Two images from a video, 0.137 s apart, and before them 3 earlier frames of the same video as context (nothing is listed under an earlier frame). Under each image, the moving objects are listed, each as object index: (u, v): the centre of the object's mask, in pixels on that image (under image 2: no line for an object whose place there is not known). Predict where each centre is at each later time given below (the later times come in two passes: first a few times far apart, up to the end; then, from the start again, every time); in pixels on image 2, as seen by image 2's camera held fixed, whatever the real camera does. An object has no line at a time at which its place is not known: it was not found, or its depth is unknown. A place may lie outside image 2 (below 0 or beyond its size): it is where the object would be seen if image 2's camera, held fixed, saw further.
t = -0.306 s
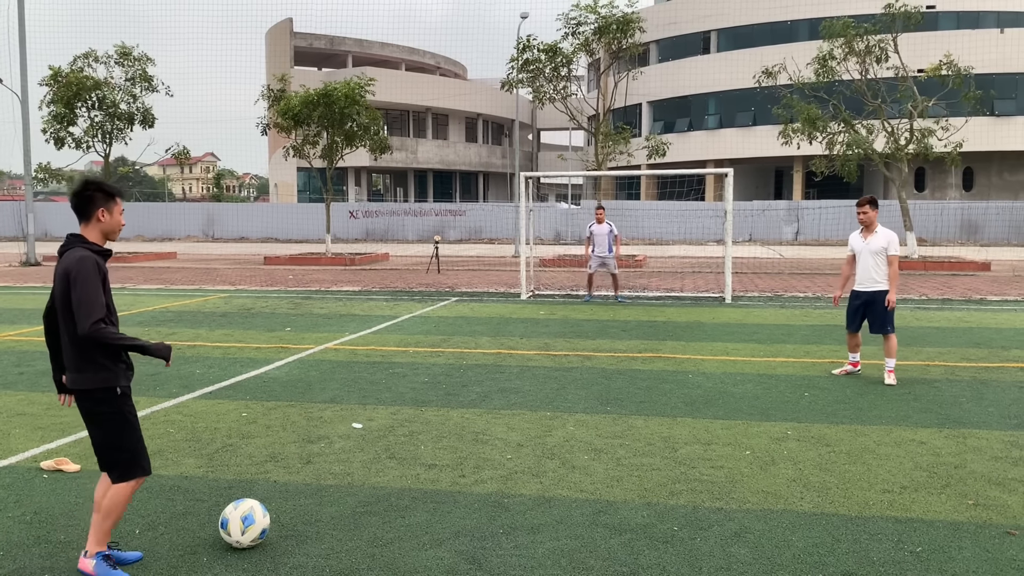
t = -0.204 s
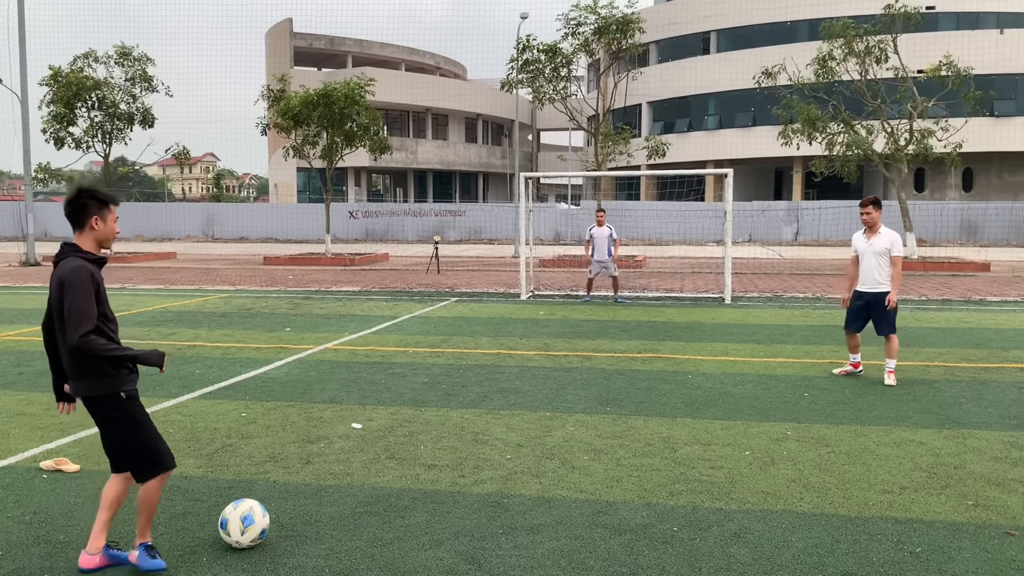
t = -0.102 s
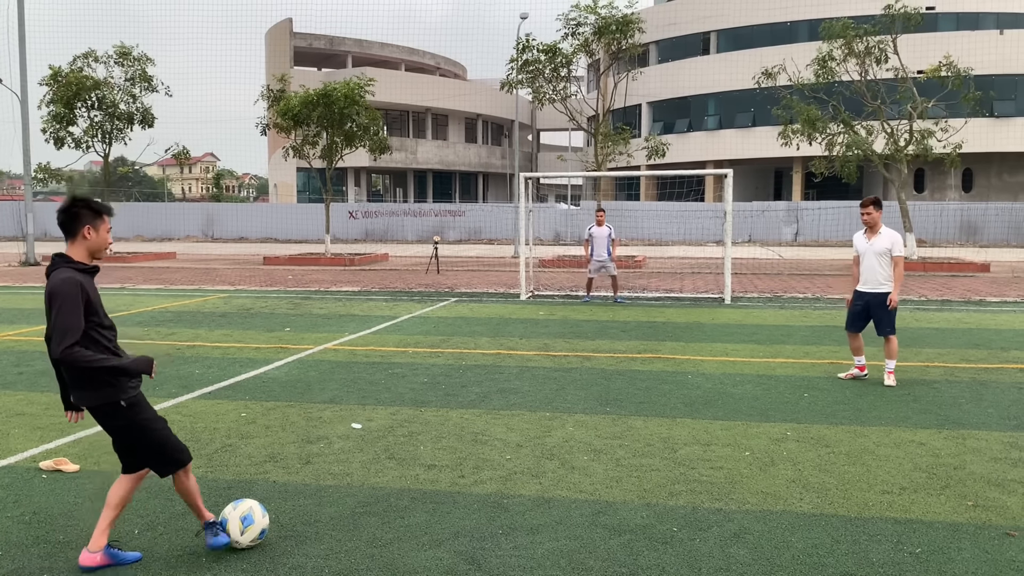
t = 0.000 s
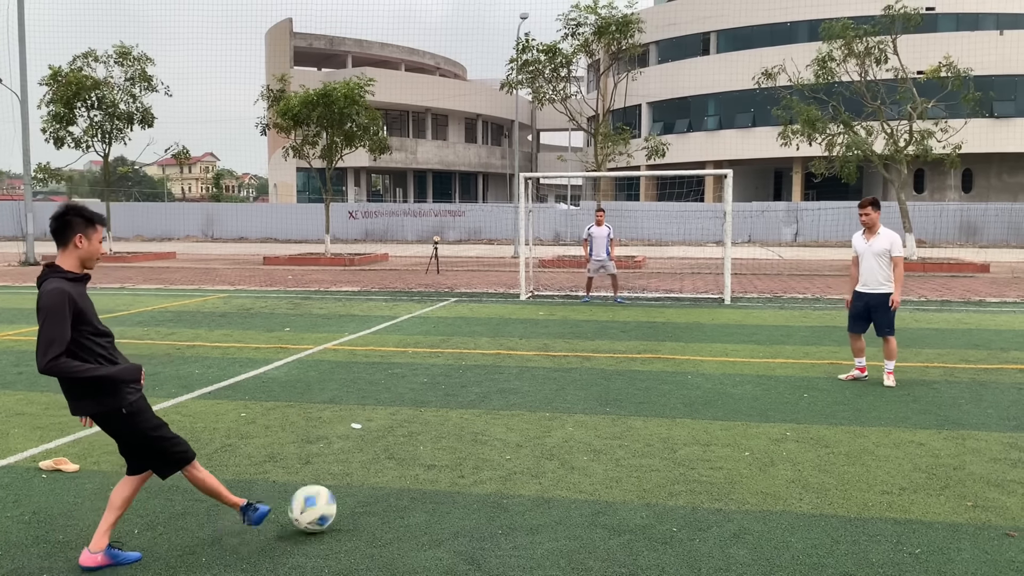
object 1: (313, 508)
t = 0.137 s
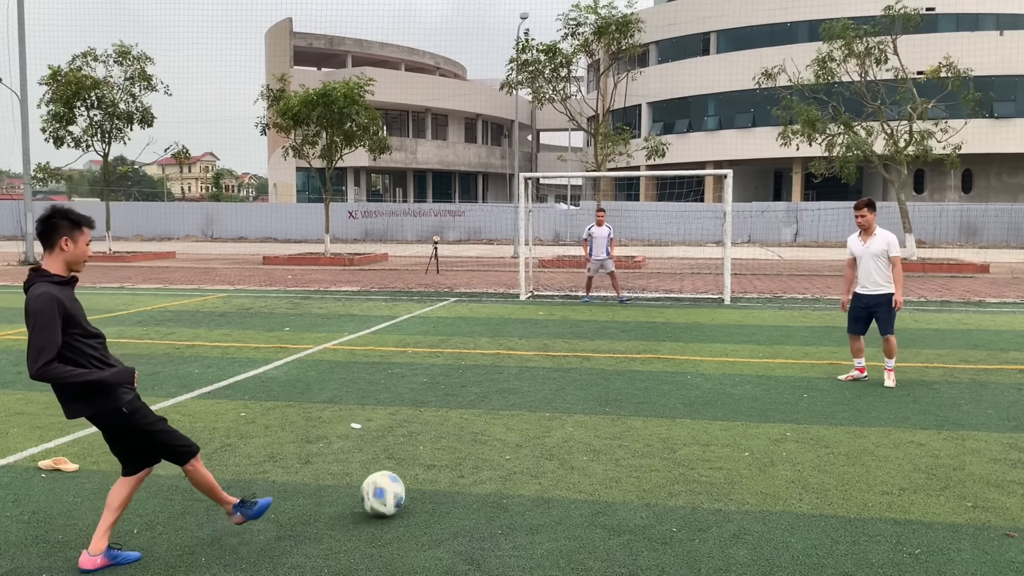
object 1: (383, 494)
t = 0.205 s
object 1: (408, 488)
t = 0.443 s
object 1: (485, 472)
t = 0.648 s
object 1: (540, 459)
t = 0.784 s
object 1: (572, 451)
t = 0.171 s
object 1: (396, 491)
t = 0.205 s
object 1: (408, 488)
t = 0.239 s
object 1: (421, 486)
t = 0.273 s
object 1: (432, 483)
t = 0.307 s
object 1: (443, 482)
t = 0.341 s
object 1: (454, 478)
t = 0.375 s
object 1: (465, 477)
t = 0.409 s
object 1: (475, 474)
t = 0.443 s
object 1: (485, 472)
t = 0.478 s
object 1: (495, 469)
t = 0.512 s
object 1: (504, 468)
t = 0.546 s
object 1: (513, 466)
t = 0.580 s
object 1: (522, 463)
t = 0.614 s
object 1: (531, 461)
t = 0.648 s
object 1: (540, 459)
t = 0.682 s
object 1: (548, 457)
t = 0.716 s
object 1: (556, 454)
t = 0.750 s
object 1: (564, 453)
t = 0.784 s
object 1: (572, 451)
